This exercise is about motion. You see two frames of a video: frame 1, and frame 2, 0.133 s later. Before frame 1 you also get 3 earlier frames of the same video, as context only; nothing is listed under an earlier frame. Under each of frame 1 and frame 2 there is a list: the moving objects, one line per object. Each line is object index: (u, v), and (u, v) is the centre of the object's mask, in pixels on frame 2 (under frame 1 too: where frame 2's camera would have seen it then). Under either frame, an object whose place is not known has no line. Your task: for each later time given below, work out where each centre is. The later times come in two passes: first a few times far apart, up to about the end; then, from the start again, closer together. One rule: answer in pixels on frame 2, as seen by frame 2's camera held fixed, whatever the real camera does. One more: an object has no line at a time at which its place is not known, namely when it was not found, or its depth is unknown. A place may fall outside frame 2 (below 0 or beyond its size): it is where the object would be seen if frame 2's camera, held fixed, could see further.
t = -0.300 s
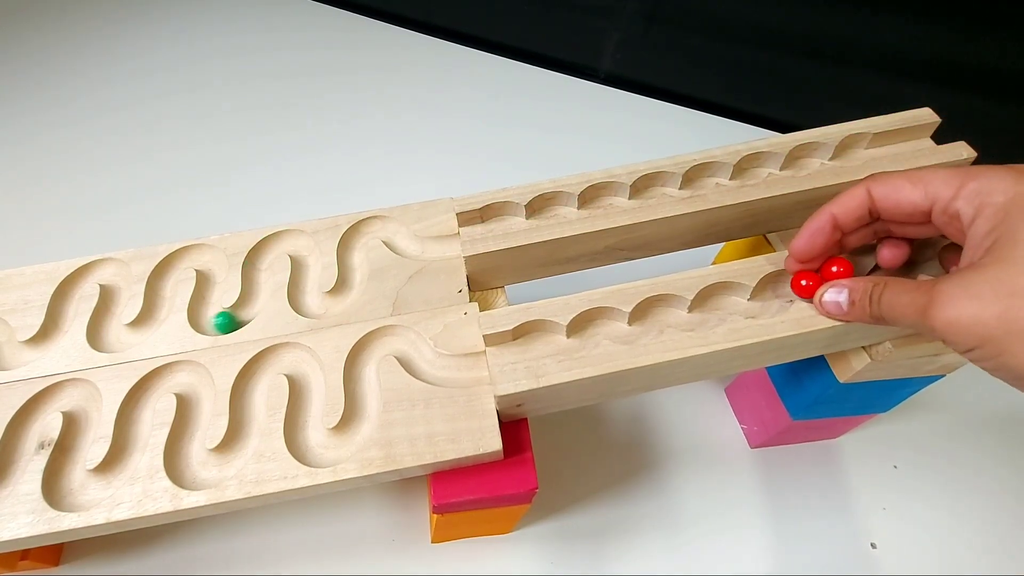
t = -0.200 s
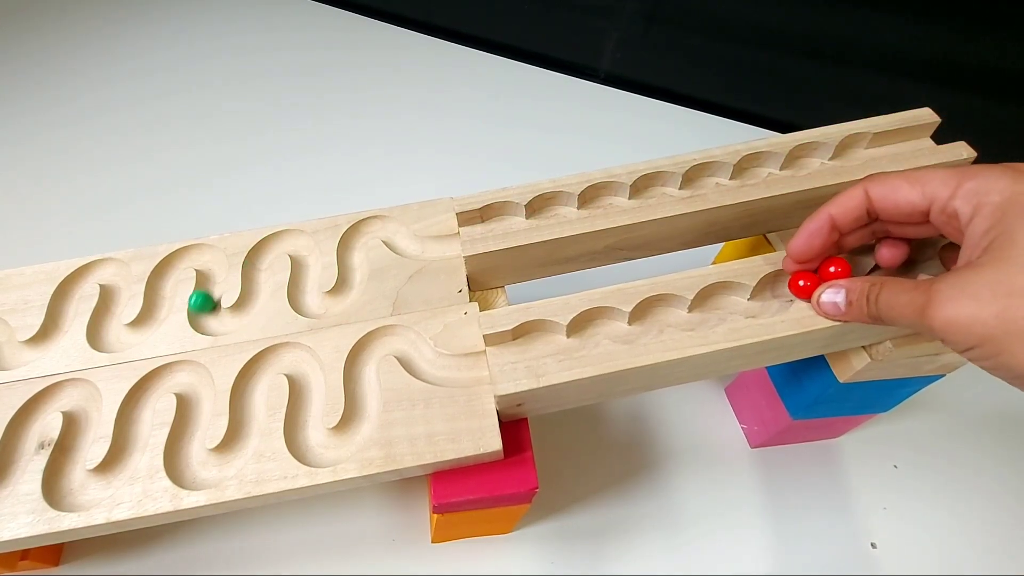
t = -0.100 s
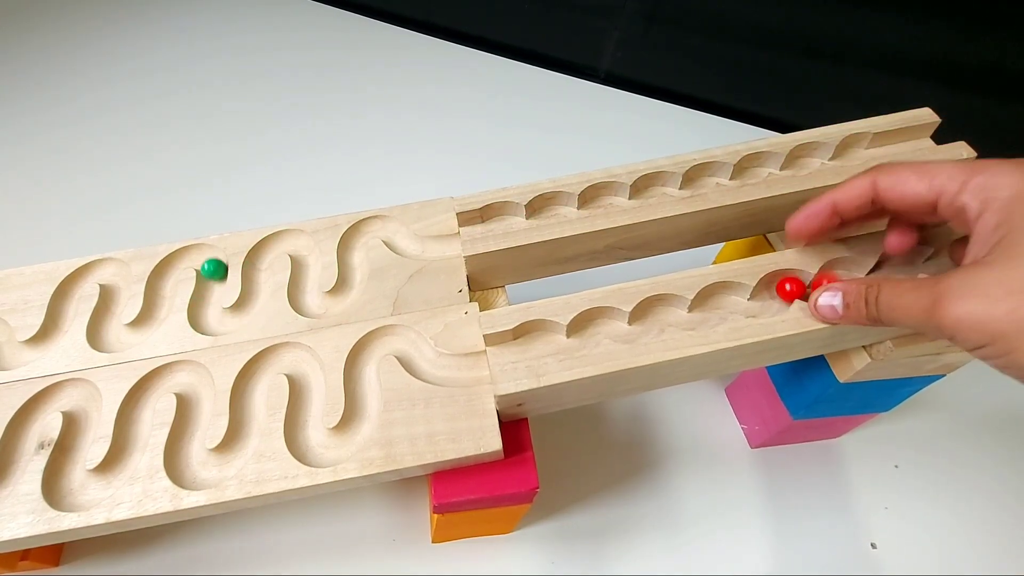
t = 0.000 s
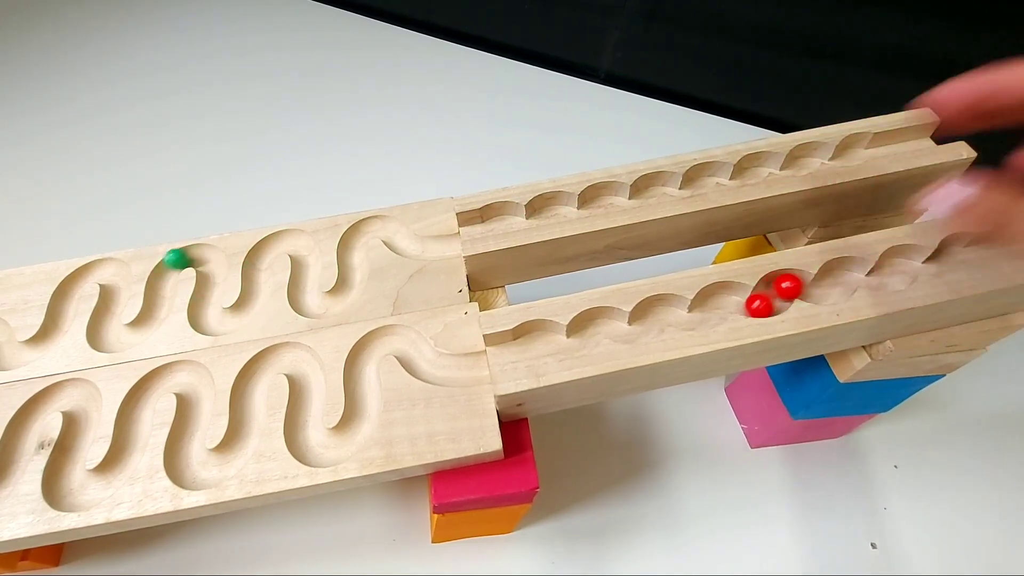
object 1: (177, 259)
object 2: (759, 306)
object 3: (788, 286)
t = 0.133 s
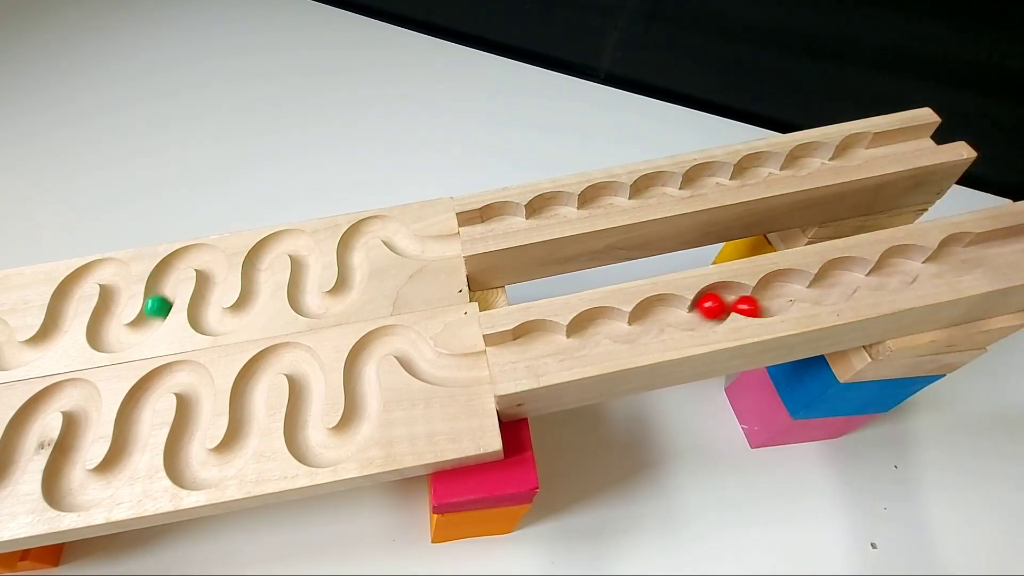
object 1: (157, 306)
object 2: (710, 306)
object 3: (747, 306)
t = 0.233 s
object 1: (122, 339)
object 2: (684, 319)
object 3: (714, 305)
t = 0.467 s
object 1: (117, 276)
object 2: (609, 328)
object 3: (643, 325)
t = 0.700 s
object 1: (56, 323)
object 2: (523, 344)
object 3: (568, 346)
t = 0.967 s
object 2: (379, 343)
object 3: (411, 345)
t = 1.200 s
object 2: (350, 437)
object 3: (361, 399)
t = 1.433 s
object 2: (310, 374)
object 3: (300, 437)
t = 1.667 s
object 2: (250, 414)
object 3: (274, 355)
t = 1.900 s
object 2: (180, 444)
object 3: (220, 466)
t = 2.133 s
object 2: (147, 386)
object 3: (198, 390)
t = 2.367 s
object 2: (84, 494)
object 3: (131, 439)
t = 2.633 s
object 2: (69, 390)
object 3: (72, 440)
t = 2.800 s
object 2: (14, 458)
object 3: (48, 397)
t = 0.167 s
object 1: (151, 317)
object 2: (705, 314)
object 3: (735, 302)
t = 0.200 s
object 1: (139, 329)
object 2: (698, 320)
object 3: (725, 301)
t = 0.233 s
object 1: (122, 339)
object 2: (684, 319)
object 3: (714, 305)
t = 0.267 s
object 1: (106, 340)
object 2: (671, 316)
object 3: (705, 312)
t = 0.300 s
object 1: (100, 331)
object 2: (661, 313)
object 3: (699, 320)
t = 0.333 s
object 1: (100, 318)
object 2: (649, 318)
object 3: (686, 319)
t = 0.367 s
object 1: (109, 306)
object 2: (642, 327)
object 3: (673, 316)
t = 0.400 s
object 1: (114, 295)
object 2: (634, 334)
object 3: (662, 312)
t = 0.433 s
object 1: (116, 286)
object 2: (620, 333)
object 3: (651, 318)
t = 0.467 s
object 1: (117, 276)
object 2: (609, 328)
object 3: (643, 325)
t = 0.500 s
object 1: (111, 270)
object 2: (600, 325)
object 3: (637, 333)
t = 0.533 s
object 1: (99, 268)
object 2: (588, 329)
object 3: (623, 333)
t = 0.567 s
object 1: (84, 274)
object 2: (579, 337)
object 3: (611, 329)
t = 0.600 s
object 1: (69, 284)
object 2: (567, 347)
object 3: (596, 326)
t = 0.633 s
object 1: (63, 298)
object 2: (555, 345)
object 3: (584, 333)
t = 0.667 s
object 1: (60, 311)
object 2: (538, 341)
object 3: (577, 343)
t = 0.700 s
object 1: (56, 323)
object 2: (523, 344)
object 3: (568, 346)
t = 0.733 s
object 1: (49, 335)
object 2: (510, 355)
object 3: (554, 345)
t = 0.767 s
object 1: (35, 347)
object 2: (493, 356)
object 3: (536, 346)
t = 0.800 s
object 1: (18, 356)
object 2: (474, 361)
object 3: (517, 347)
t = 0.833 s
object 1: (8, 358)
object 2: (450, 372)
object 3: (495, 351)
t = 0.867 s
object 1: (4, 349)
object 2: (432, 364)
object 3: (467, 361)
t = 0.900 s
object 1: (5, 337)
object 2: (413, 358)
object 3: (442, 368)
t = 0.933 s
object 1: (2, 325)
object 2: (398, 341)
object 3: (419, 357)
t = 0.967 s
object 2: (379, 343)
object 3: (411, 345)
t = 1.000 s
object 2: (362, 348)
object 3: (400, 341)
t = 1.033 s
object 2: (353, 359)
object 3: (377, 339)
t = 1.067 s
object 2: (353, 372)
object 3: (362, 346)
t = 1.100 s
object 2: (363, 389)
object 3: (358, 362)
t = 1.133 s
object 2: (365, 404)
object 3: (362, 376)
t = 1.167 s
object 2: (358, 420)
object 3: (361, 388)
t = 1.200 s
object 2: (350, 437)
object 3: (361, 399)
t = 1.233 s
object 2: (335, 449)
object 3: (364, 411)
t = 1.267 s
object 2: (316, 451)
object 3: (360, 421)
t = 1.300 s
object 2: (302, 441)
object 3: (351, 432)
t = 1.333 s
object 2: (299, 423)
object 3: (340, 445)
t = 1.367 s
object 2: (302, 405)
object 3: (326, 451)
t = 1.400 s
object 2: (308, 388)
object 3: (310, 449)
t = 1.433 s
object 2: (310, 374)
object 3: (300, 437)
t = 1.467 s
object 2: (305, 363)
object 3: (299, 421)
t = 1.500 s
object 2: (292, 356)
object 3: (303, 404)
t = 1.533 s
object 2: (275, 355)
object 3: (309, 388)
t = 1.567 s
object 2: (259, 366)
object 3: (309, 375)
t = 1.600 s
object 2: (247, 382)
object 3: (303, 364)
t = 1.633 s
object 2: (246, 398)
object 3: (289, 354)
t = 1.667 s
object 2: (250, 414)
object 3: (274, 355)
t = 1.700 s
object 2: (247, 428)
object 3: (257, 369)
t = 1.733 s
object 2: (240, 443)
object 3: (246, 384)
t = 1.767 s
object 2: (228, 459)
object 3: (246, 402)
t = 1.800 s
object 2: (211, 472)
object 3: (249, 417)
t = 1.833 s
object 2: (193, 472)
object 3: (246, 432)
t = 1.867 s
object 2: (180, 461)
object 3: (236, 448)
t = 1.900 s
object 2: (180, 444)
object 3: (220, 466)
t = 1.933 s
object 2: (187, 426)
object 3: (203, 473)
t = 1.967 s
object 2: (195, 409)
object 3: (185, 468)
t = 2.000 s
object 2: (198, 395)
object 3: (179, 455)
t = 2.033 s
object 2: (195, 383)
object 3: (182, 437)
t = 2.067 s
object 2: (183, 374)
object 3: (189, 420)
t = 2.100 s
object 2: (165, 373)
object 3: (197, 403)
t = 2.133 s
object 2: (147, 386)
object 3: (198, 390)
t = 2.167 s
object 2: (133, 402)
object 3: (193, 380)
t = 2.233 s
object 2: (132, 433)
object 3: (161, 376)
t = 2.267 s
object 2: (127, 449)
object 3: (143, 391)
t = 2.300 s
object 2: (118, 465)
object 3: (131, 407)
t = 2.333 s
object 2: (104, 481)
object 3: (131, 424)
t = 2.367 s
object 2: (84, 494)
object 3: (131, 439)
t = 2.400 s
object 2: (68, 494)
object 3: (125, 454)
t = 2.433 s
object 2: (59, 481)
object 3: (113, 470)
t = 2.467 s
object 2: (60, 463)
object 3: (98, 486)
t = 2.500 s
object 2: (70, 445)
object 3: (81, 494)
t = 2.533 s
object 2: (80, 426)
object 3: (64, 491)
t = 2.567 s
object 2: (84, 412)
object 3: (58, 477)
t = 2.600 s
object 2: (81, 399)
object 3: (63, 458)
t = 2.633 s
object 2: (69, 390)
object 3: (72, 440)
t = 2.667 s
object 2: (51, 394)
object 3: (82, 422)
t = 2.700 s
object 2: (31, 410)
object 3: (85, 407)
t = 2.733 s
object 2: (18, 427)
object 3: (82, 396)
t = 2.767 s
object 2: (17, 444)
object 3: (67, 390)
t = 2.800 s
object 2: (14, 458)
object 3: (48, 397)
